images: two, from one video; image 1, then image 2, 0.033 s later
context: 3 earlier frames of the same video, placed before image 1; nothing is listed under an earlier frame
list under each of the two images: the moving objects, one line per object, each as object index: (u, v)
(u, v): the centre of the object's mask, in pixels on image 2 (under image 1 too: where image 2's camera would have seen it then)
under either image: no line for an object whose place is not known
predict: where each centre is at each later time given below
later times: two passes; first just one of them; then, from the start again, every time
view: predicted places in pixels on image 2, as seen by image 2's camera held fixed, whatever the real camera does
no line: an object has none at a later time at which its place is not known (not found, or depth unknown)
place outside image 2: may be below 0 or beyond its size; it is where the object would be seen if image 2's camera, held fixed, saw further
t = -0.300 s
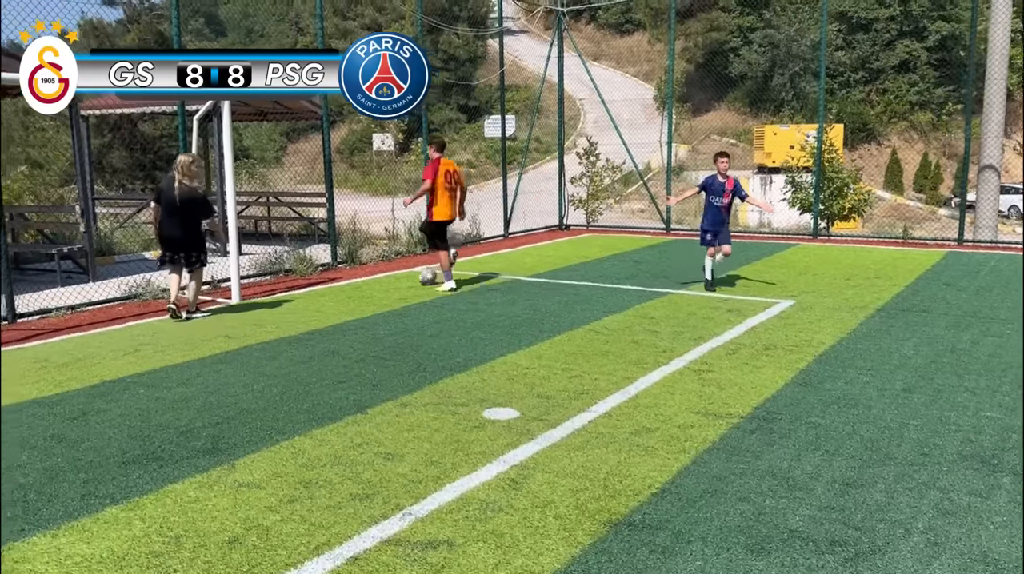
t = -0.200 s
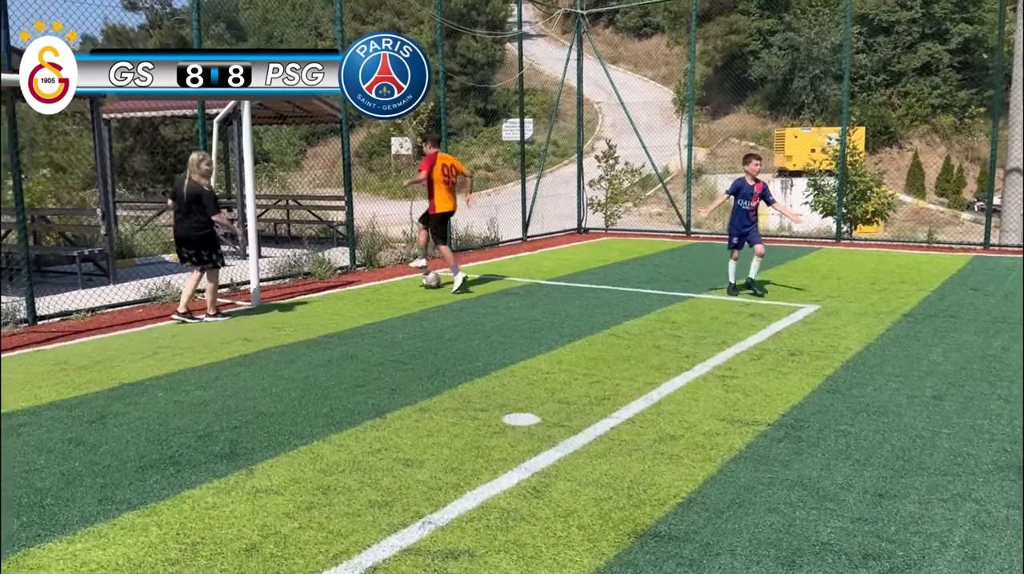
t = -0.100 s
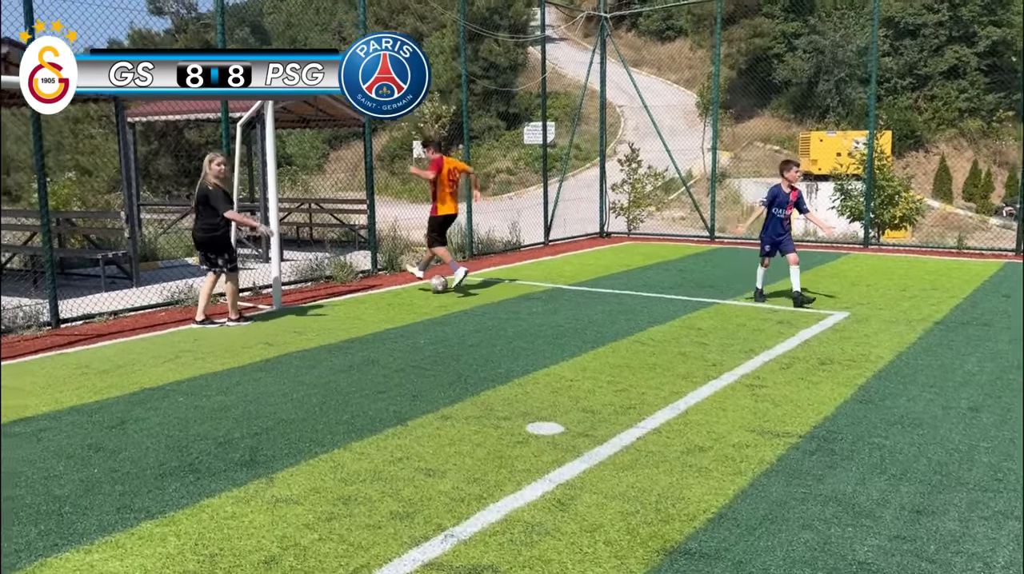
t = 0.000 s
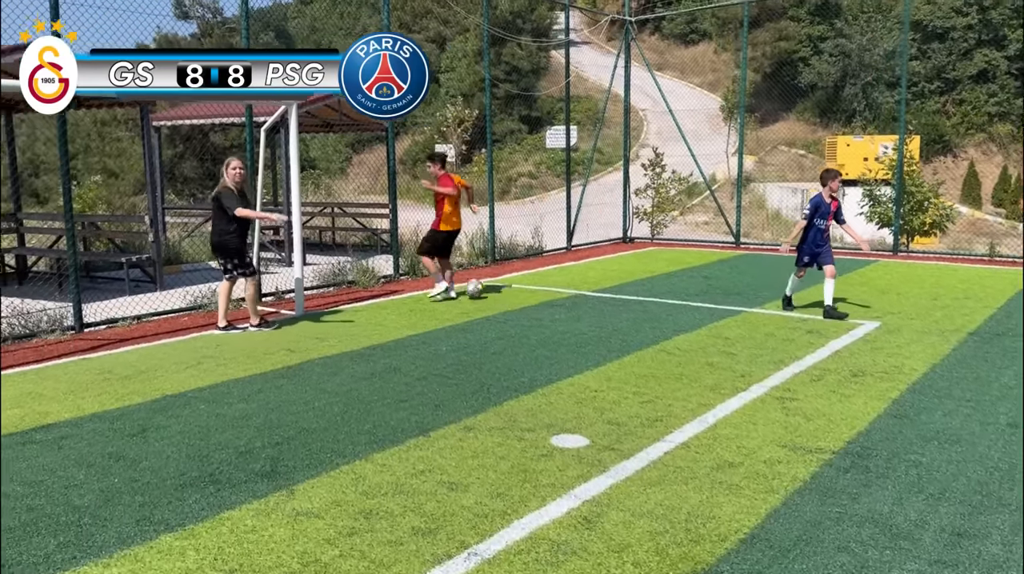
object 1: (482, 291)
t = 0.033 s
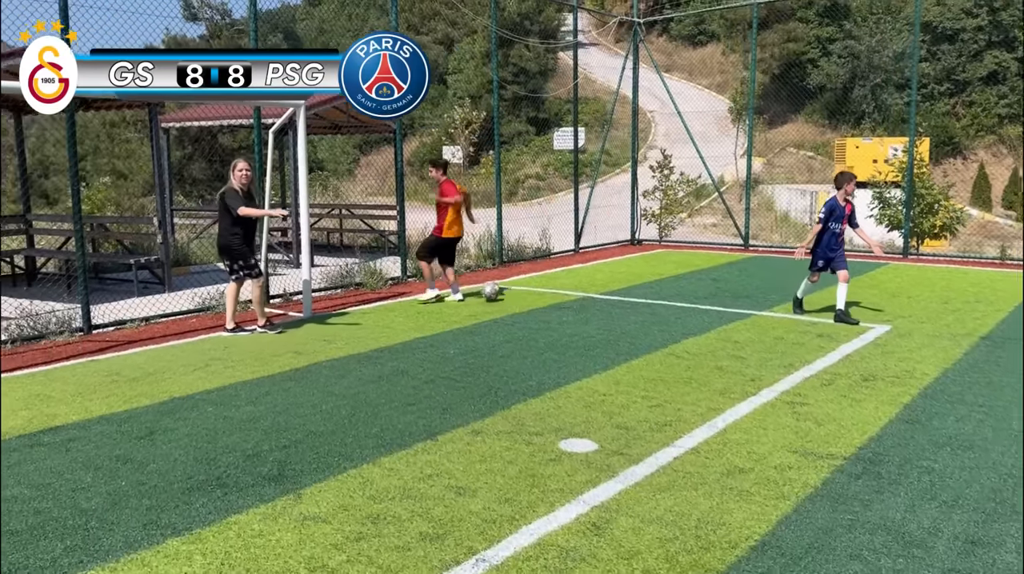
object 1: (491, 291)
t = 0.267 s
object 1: (537, 294)
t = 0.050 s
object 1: (494, 291)
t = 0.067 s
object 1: (498, 291)
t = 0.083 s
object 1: (502, 292)
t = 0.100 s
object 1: (506, 293)
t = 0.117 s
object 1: (510, 293)
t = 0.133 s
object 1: (513, 293)
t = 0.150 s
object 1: (517, 293)
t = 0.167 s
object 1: (521, 293)
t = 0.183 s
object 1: (524, 293)
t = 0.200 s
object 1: (527, 294)
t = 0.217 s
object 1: (530, 295)
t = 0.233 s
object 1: (532, 294)
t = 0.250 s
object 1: (534, 294)
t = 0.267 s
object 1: (537, 294)
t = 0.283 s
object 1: (539, 294)
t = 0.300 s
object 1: (541, 294)
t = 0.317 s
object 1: (544, 294)
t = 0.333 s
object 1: (547, 294)
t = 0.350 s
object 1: (549, 294)
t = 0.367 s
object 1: (551, 294)
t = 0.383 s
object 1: (554, 294)
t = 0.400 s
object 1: (556, 294)
